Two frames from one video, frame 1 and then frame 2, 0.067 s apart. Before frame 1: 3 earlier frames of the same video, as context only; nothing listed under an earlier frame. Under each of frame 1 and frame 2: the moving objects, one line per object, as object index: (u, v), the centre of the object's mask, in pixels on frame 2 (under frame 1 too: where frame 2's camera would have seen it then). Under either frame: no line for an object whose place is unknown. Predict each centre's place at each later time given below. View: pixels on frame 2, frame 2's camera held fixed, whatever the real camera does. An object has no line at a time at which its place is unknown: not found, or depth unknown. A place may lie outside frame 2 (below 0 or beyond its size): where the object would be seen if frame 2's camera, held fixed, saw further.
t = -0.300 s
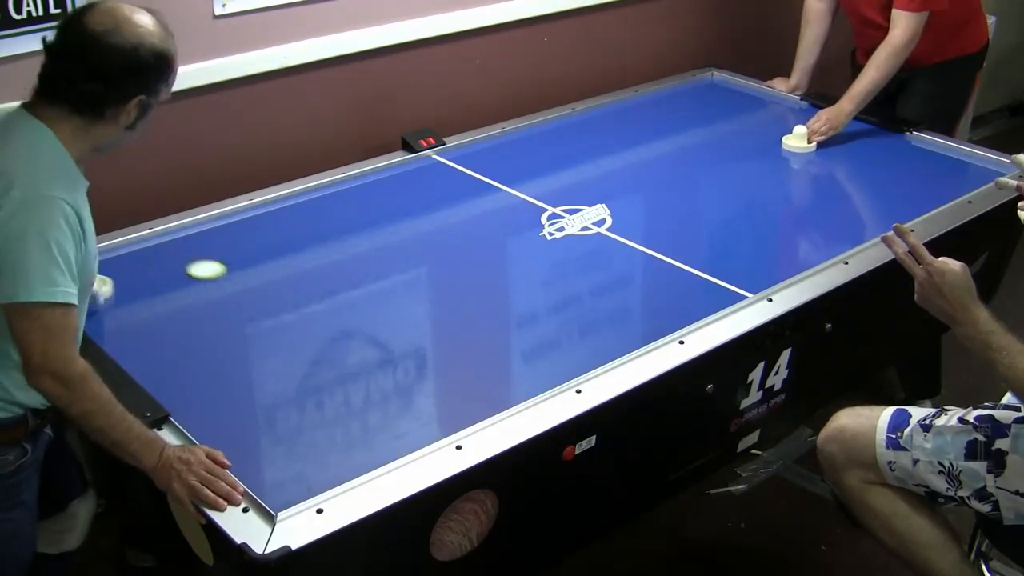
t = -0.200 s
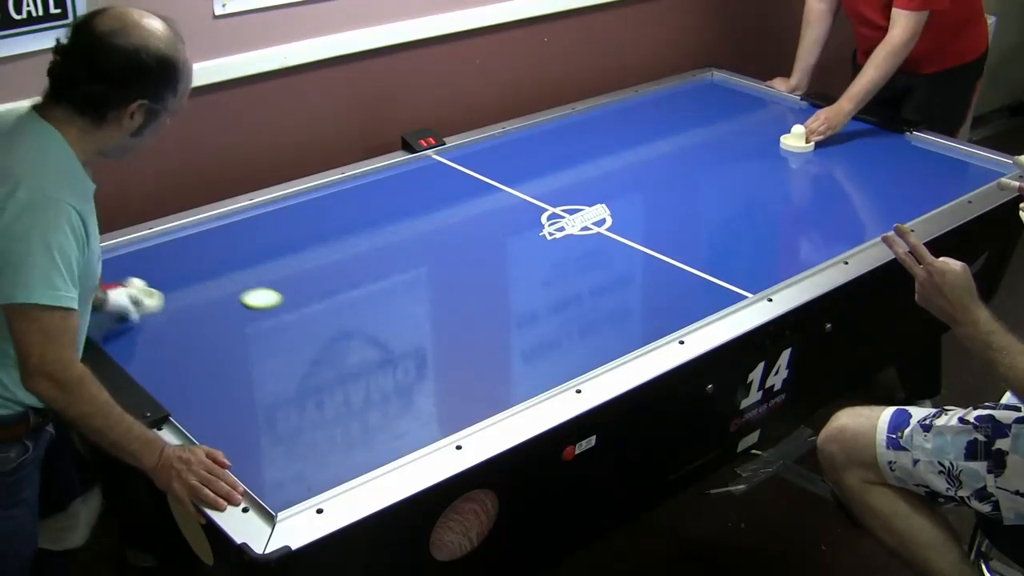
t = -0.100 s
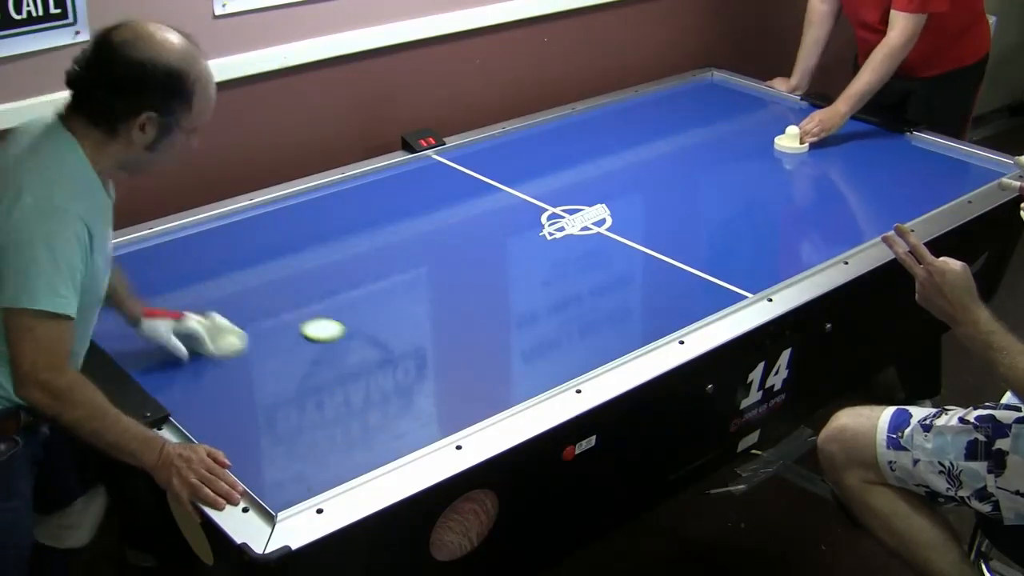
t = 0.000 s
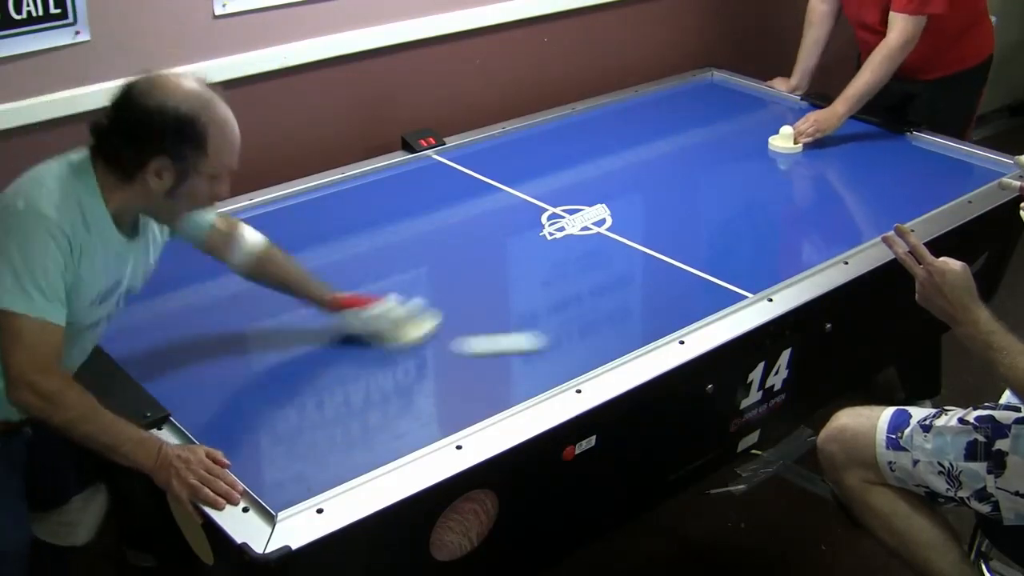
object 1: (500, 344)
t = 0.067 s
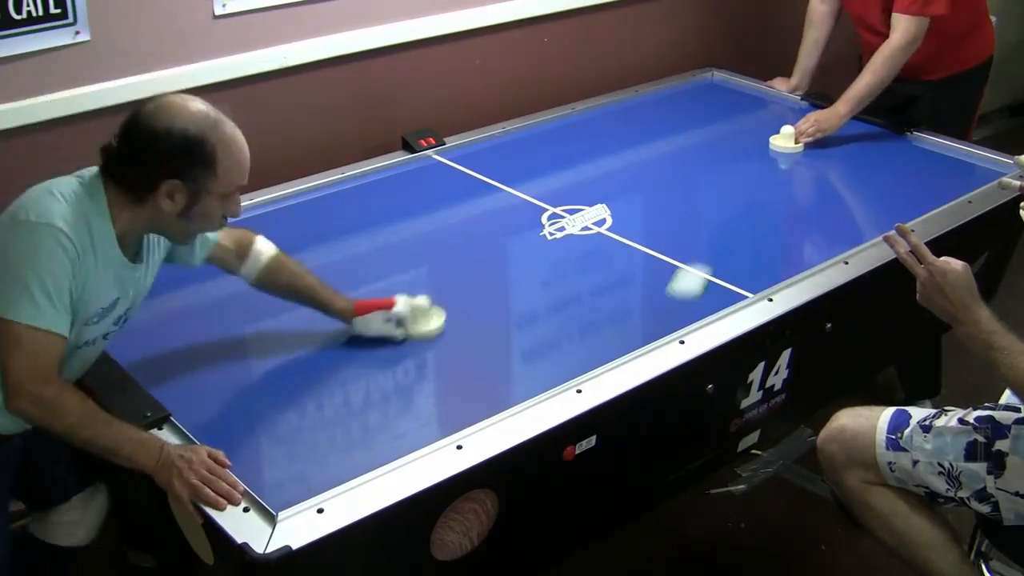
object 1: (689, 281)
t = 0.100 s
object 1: (715, 235)
